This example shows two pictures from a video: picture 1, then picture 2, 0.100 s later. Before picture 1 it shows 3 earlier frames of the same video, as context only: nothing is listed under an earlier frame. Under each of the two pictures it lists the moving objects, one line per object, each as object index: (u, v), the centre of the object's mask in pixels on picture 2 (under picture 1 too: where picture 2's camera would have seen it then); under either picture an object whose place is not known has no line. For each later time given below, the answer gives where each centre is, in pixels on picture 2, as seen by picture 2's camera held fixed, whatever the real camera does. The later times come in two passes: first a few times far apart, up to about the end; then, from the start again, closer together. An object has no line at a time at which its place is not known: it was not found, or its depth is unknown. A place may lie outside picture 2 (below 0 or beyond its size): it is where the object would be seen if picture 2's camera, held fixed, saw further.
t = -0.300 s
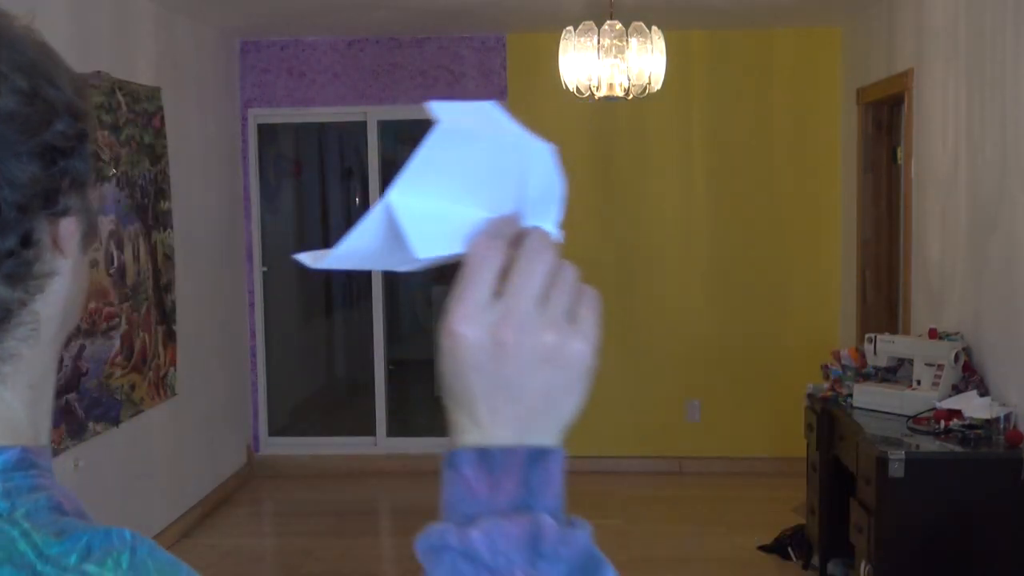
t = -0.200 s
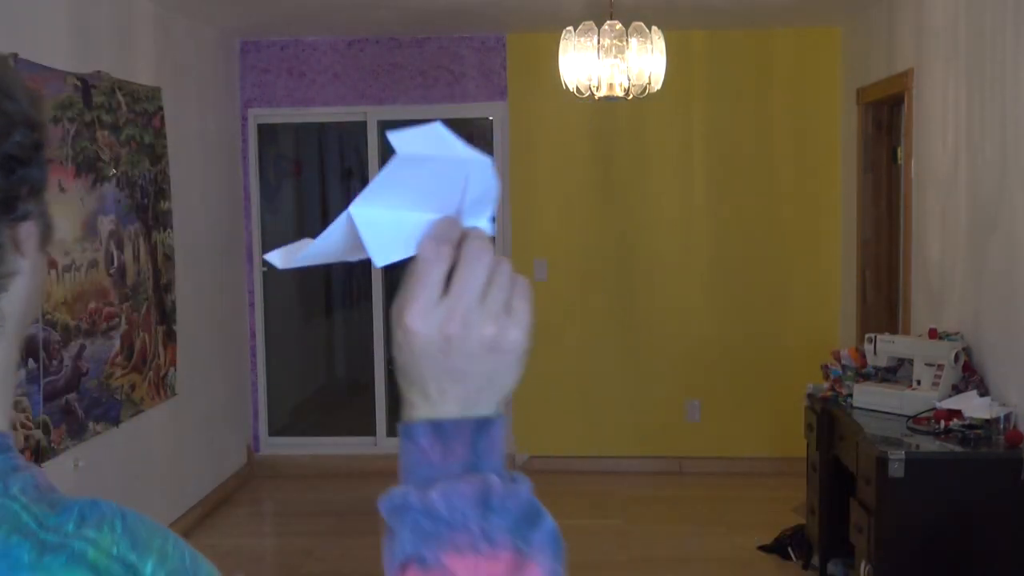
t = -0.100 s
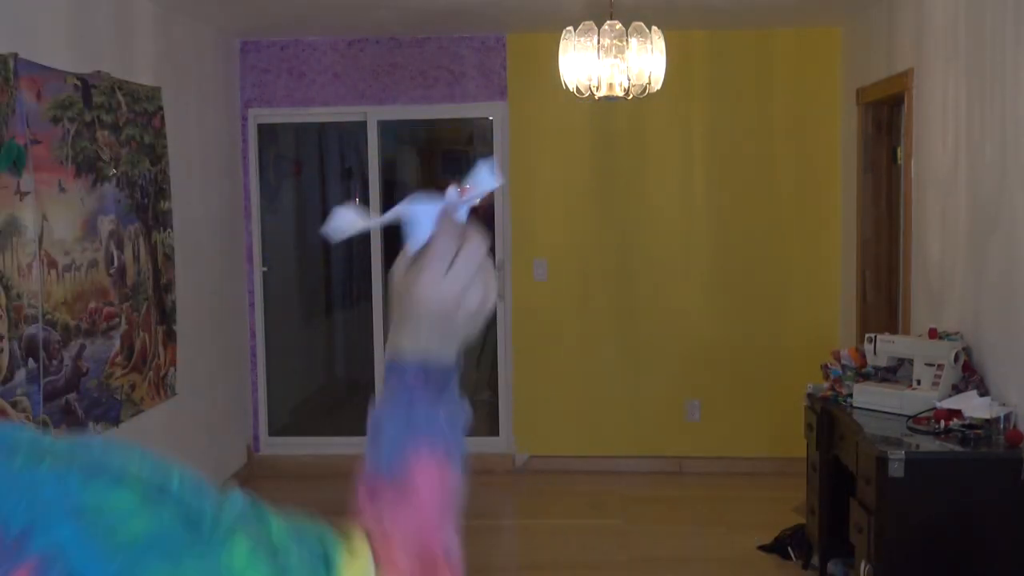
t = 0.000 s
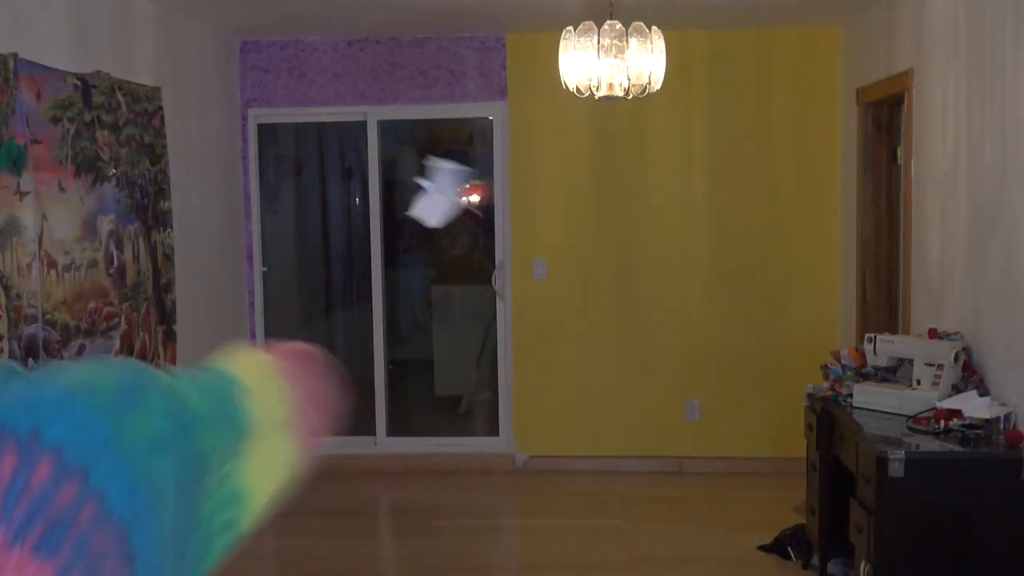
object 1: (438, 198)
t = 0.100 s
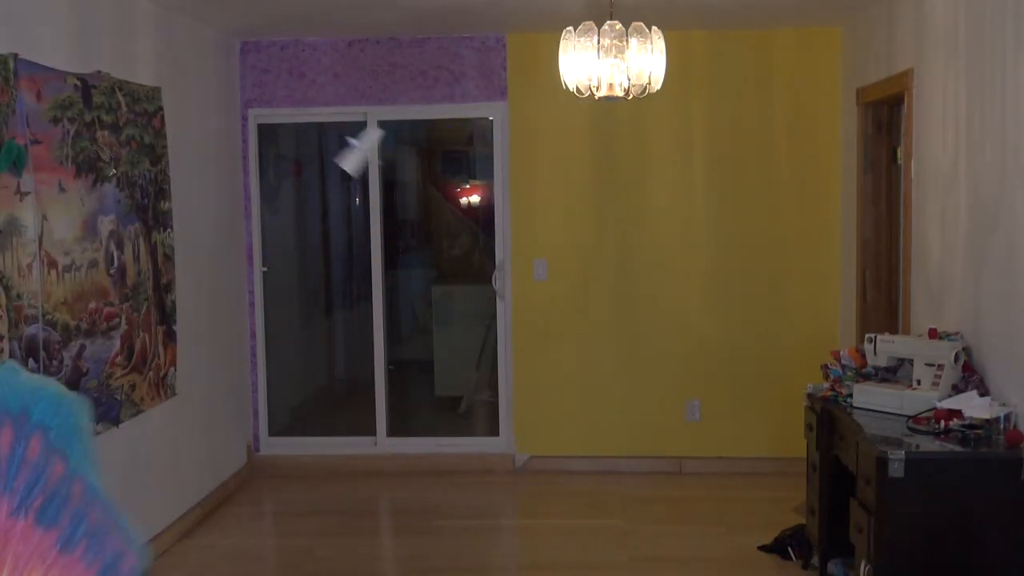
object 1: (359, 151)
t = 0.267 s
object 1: (266, 118)
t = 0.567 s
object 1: (221, 88)
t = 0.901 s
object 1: (259, 126)
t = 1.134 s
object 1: (299, 180)
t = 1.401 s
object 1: (315, 262)
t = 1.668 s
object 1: (348, 430)
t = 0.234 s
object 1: (289, 121)
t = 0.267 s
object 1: (266, 118)
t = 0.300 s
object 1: (256, 108)
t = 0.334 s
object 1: (250, 105)
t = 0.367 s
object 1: (243, 101)
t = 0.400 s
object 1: (236, 97)
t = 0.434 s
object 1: (230, 94)
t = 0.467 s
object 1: (227, 92)
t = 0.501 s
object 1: (222, 89)
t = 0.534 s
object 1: (222, 89)
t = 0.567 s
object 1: (221, 88)
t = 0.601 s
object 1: (221, 88)
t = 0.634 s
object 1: (221, 89)
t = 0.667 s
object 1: (221, 90)
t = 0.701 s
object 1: (226, 93)
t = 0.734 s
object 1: (229, 96)
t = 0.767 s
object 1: (232, 99)
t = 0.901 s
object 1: (259, 126)
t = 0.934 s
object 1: (264, 133)
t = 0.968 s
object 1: (268, 139)
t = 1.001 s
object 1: (273, 146)
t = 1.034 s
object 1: (280, 155)
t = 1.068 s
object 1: (287, 164)
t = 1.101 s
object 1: (294, 172)
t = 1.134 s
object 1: (299, 180)
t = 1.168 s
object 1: (300, 185)
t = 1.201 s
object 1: (303, 190)
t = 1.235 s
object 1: (303, 198)
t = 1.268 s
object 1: (305, 206)
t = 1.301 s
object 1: (308, 218)
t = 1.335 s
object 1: (310, 231)
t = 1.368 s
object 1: (312, 246)
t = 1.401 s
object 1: (315, 262)
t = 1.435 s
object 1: (317, 280)
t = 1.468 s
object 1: (322, 299)
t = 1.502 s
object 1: (325, 317)
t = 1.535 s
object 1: (329, 336)
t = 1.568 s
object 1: (333, 358)
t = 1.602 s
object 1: (337, 381)
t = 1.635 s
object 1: (343, 407)
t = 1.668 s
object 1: (348, 430)
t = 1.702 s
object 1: (355, 464)
